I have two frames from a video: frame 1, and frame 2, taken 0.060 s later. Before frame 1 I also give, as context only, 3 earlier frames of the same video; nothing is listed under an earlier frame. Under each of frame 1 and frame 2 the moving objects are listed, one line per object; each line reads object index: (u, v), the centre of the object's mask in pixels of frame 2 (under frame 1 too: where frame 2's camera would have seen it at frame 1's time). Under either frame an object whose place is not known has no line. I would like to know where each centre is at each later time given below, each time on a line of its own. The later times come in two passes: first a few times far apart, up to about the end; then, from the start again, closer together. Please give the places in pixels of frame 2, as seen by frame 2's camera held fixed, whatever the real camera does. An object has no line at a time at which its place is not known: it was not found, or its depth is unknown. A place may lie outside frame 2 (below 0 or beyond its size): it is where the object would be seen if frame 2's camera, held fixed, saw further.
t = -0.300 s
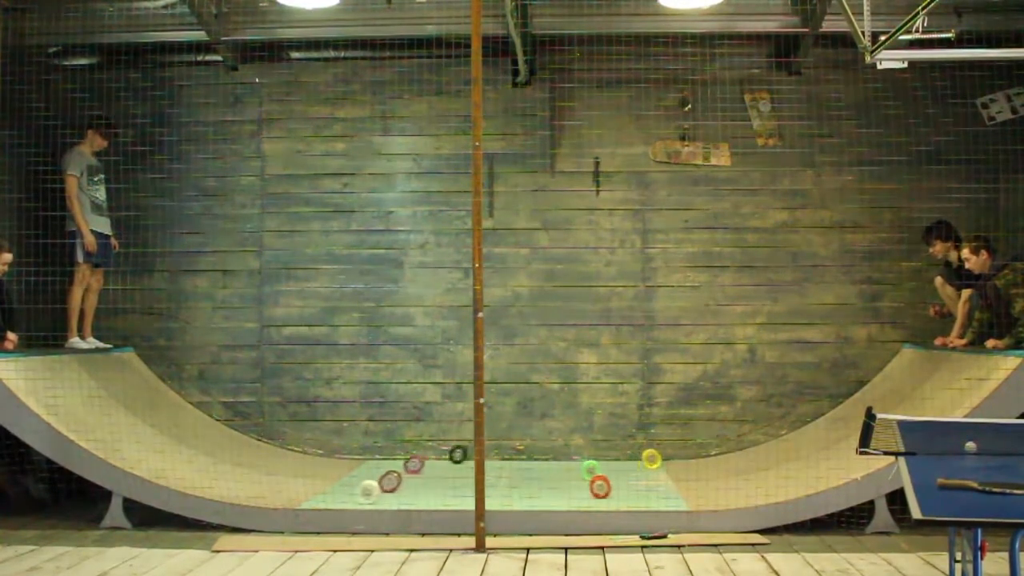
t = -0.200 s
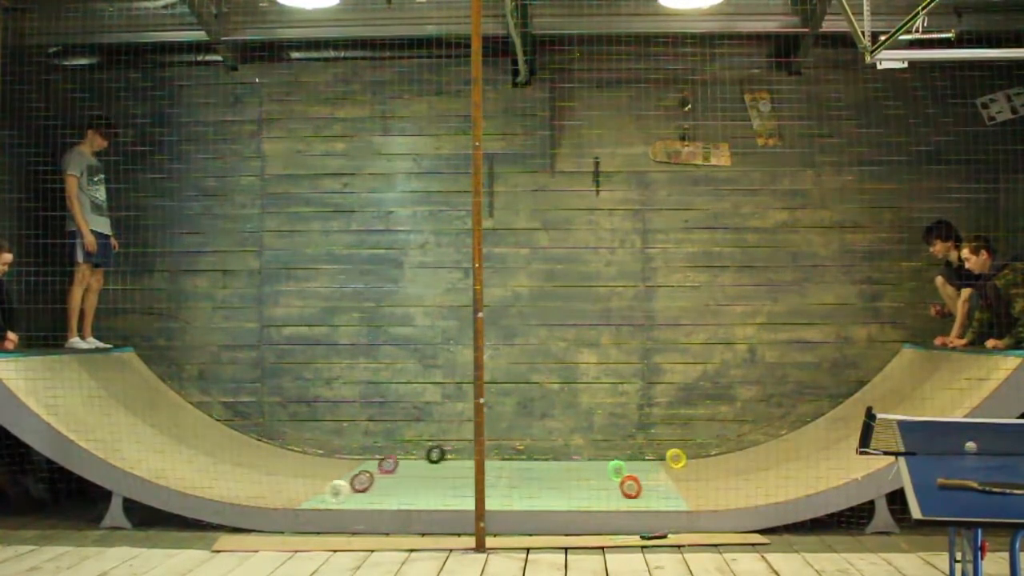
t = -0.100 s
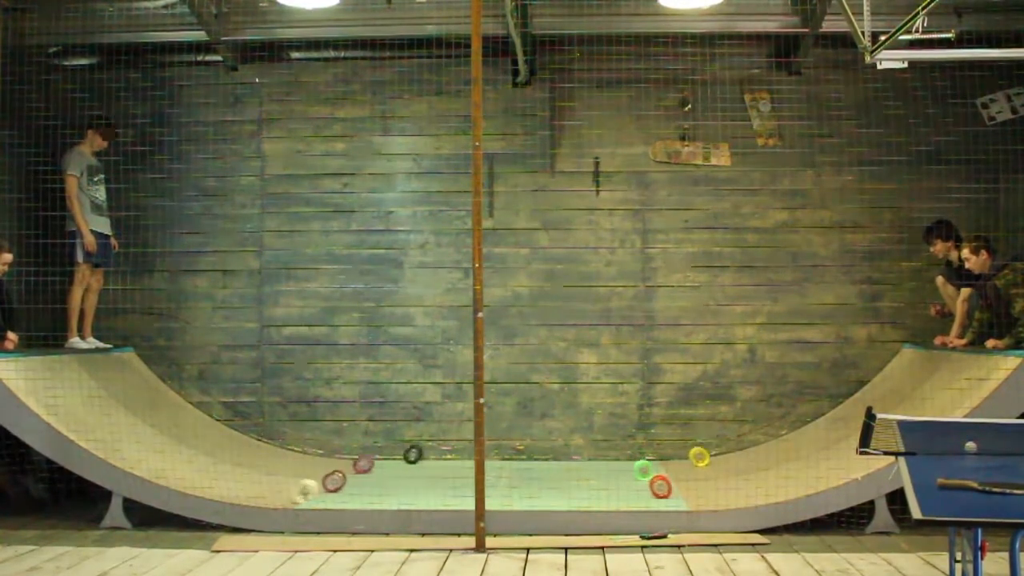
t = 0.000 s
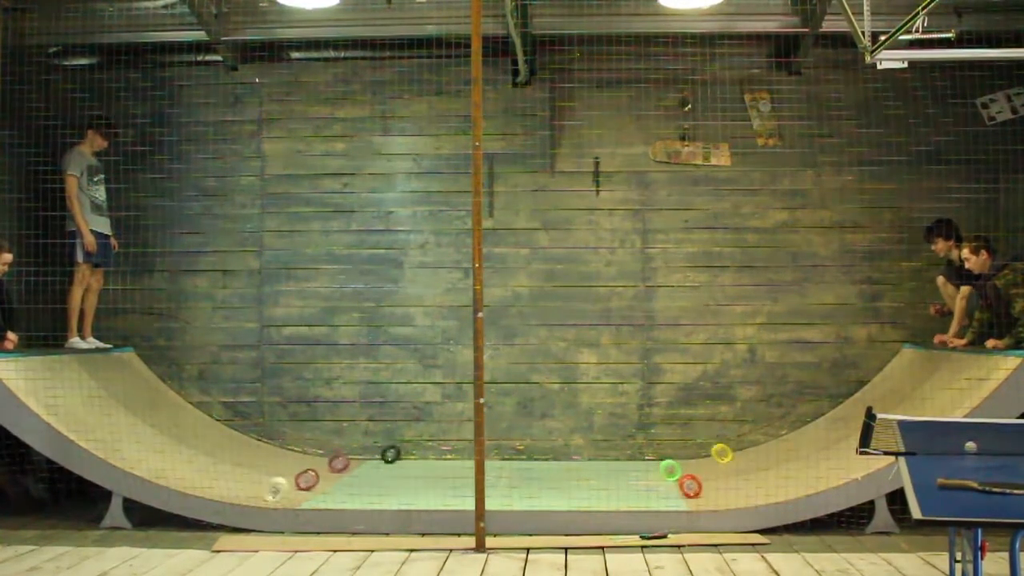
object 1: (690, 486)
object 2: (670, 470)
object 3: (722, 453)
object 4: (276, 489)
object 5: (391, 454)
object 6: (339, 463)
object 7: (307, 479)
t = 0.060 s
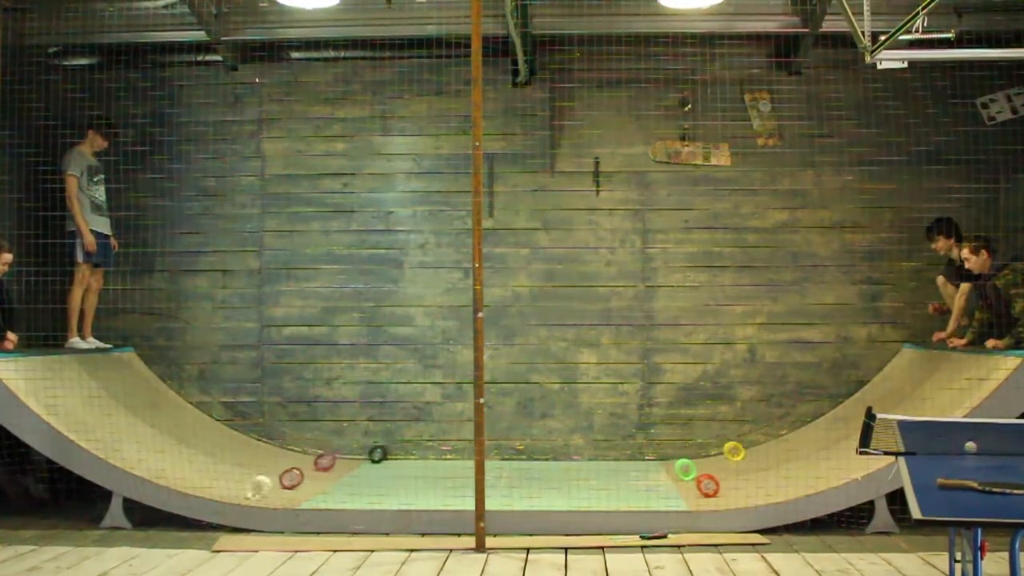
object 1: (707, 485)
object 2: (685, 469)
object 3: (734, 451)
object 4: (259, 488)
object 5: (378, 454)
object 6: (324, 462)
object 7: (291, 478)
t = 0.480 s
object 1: (812, 465)
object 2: (779, 453)
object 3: (794, 431)
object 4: (161, 463)
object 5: (293, 445)
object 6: (241, 445)
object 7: (200, 458)
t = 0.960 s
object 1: (851, 446)
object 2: (820, 436)
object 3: (794, 431)
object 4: (131, 449)
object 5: (242, 427)
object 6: (208, 431)
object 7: (166, 444)
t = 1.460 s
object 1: (803, 468)
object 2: (781, 452)
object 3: (718, 454)
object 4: (199, 475)
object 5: (260, 435)
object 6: (254, 449)
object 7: (219, 464)
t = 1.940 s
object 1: (683, 486)
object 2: (678, 467)
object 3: (611, 459)
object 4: (326, 489)
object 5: (337, 452)
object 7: (330, 476)
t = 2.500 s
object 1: (530, 487)
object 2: (546, 470)
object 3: (492, 458)
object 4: (488, 487)
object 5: (448, 454)
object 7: (467, 482)
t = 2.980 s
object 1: (404, 487)
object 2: (437, 470)
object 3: (390, 459)
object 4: (615, 490)
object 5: (540, 455)
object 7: (587, 482)
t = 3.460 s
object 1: (284, 484)
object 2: (331, 471)
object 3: (298, 452)
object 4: (742, 488)
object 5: (631, 455)
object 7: (702, 481)
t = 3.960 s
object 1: (191, 465)
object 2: (241, 457)
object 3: (244, 437)
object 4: (831, 466)
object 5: (719, 450)
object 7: (794, 465)
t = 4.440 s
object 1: (173, 457)
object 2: (212, 447)
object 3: (255, 441)
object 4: (833, 465)
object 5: (766, 437)
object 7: (813, 457)
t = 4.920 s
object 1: (231, 476)
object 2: (252, 459)
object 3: (322, 456)
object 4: (756, 486)
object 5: (752, 441)
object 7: (761, 471)
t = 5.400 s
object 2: (339, 468)
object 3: (410, 459)
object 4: (639, 490)
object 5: (688, 453)
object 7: (661, 482)
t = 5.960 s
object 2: (449, 470)
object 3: (510, 459)
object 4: (505, 489)
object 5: (595, 454)
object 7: (542, 482)
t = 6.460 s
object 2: (544, 470)
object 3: (597, 459)
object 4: (390, 490)
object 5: (514, 454)
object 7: (440, 482)
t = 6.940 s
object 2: (631, 470)
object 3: (678, 458)
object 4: (282, 489)
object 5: (440, 454)
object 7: (346, 481)
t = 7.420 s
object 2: (715, 467)
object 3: (743, 448)
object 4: (200, 476)
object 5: (368, 453)
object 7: (261, 475)
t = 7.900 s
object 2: (768, 456)
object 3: (759, 441)
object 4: (180, 469)
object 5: (307, 448)
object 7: (214, 464)
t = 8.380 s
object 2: (767, 456)
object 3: (725, 452)
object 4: (228, 482)
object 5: (280, 440)
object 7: (227, 465)
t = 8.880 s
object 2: (711, 467)
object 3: (653, 458)
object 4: (324, 492)
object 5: (301, 447)
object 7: (294, 479)
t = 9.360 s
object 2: (634, 470)
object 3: (580, 458)
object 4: (422, 490)
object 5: (356, 453)
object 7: (377, 481)
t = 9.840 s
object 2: (558, 470)
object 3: (511, 459)
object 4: (516, 490)
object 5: (419, 454)
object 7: (458, 482)
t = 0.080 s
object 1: (714, 485)
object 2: (691, 469)
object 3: (738, 450)
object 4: (253, 487)
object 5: (374, 453)
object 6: (320, 462)
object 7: (286, 477)
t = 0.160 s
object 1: (737, 483)
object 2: (710, 468)
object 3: (753, 446)
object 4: (232, 482)
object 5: (356, 453)
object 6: (302, 459)
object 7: (266, 475)
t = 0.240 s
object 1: (758, 479)
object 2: (730, 465)
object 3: (766, 442)
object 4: (212, 478)
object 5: (339, 452)
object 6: (284, 457)
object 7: (247, 472)
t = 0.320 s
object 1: (778, 475)
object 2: (748, 461)
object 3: (778, 438)
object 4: (193, 473)
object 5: (323, 451)
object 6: (268, 453)
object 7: (230, 467)
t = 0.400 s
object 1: (796, 470)
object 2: (764, 457)
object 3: (787, 434)
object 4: (176, 468)
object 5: (307, 448)
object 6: (254, 449)
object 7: (214, 463)
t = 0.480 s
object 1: (812, 465)
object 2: (779, 453)
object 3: (794, 431)
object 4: (161, 463)
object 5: (293, 445)
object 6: (241, 445)
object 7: (200, 458)
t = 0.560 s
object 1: (826, 460)
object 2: (791, 449)
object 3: (800, 428)
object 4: (151, 458)
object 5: (280, 441)
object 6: (231, 441)
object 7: (188, 454)
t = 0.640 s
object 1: (836, 455)
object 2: (802, 445)
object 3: (803, 426)
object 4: (141, 454)
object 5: (269, 438)
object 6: (222, 437)
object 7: (179, 450)
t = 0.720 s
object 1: (845, 451)
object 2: (810, 442)
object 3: (803, 425)
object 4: (134, 451)
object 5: (259, 435)
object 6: (215, 434)
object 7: (172, 447)
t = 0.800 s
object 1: (849, 448)
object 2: (816, 439)
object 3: (802, 426)
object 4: (130, 449)
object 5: (252, 432)
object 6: (210, 432)
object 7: (167, 445)
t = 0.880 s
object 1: (851, 447)
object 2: (819, 437)
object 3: (798, 428)
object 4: (130, 449)
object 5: (245, 429)
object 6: (208, 431)
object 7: (165, 444)
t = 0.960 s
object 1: (851, 446)
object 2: (820, 436)
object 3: (794, 431)
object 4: (131, 449)
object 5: (242, 427)
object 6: (208, 431)
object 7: (166, 444)
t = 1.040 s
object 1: (849, 447)
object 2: (820, 436)
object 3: (786, 434)
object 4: (135, 451)
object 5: (239, 426)
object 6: (210, 432)
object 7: (169, 445)
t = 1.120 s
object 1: (847, 449)
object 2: (818, 438)
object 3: (777, 438)
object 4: (142, 454)
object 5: (239, 426)
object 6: (214, 433)
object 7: (173, 447)
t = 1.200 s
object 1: (842, 452)
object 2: (812, 440)
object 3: (765, 442)
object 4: (152, 458)
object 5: (241, 427)
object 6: (220, 436)
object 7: (180, 450)
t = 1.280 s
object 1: (833, 456)
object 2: (805, 443)
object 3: (752, 446)
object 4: (163, 463)
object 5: (245, 428)
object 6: (228, 440)
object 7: (190, 454)
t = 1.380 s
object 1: (818, 462)
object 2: (793, 448)
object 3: (734, 451)
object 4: (183, 469)
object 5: (253, 431)
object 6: (242, 445)
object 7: (205, 460)
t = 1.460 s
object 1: (803, 468)
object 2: (781, 452)
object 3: (718, 454)
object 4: (199, 475)
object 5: (260, 435)
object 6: (254, 449)
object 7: (219, 464)
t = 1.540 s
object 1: (787, 473)
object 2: (766, 457)
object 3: (701, 456)
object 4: (217, 479)
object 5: (270, 438)
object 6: (268, 452)
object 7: (235, 468)
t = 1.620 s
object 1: (768, 477)
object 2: (751, 460)
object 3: (683, 457)
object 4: (238, 484)
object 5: (280, 441)
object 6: (283, 456)
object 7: (253, 470)
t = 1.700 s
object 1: (748, 481)
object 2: (734, 463)
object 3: (664, 459)
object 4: (260, 486)
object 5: (292, 445)
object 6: (299, 459)
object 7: (271, 473)
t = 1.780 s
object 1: (727, 484)
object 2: (716, 465)
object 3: (647, 459)
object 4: (281, 489)
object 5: (307, 447)
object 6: (317, 461)
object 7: (291, 475)
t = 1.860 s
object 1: (705, 485)
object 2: (697, 466)
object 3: (629, 459)
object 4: (304, 490)
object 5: (321, 450)
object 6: (335, 463)
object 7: (310, 476)
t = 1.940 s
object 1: (683, 486)
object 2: (678, 467)
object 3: (611, 459)
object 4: (326, 489)
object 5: (337, 452)
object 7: (330, 476)
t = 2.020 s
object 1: (661, 486)
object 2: (660, 467)
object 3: (593, 459)
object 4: (349, 489)
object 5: (353, 453)
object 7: (349, 477)
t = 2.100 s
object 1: (638, 486)
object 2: (640, 468)
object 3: (576, 459)
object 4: (371, 490)
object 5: (368, 454)
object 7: (368, 477)
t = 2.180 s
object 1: (617, 487)
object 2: (622, 468)
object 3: (558, 459)
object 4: (394, 490)
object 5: (384, 454)
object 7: (388, 478)
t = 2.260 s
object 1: (595, 486)
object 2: (603, 469)
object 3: (541, 459)
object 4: (416, 489)
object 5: (400, 454)
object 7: (407, 479)
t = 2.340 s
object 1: (573, 487)
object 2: (585, 469)
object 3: (524, 459)
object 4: (439, 490)
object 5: (416, 454)
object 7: (427, 480)
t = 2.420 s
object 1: (552, 486)
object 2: (565, 470)
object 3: (507, 458)
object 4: (461, 490)
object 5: (432, 454)
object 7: (448, 481)
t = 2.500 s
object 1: (530, 487)
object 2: (546, 470)
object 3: (492, 458)
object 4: (488, 487)
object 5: (448, 454)
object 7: (467, 482)
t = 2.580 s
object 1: (513, 479)
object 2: (528, 471)
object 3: (469, 459)
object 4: (507, 489)
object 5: (461, 453)
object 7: (491, 482)
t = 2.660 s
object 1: (491, 486)
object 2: (509, 466)
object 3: (456, 459)
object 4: (528, 491)
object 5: (471, 453)
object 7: (510, 482)
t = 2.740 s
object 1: (465, 487)
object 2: (492, 469)
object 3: (439, 459)
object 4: (550, 490)
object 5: (496, 453)
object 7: (529, 482)
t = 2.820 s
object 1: (446, 486)
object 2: (469, 471)
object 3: (423, 459)
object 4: (570, 490)
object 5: (509, 454)
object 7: (549, 482)
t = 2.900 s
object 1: (425, 486)
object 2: (454, 470)
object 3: (406, 459)
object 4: (592, 490)
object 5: (525, 454)
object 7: (568, 482)
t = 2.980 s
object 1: (404, 487)
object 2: (437, 470)
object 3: (390, 459)
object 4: (615, 490)
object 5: (540, 455)
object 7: (587, 482)
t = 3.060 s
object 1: (384, 486)
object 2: (419, 470)
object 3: (374, 459)
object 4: (636, 491)
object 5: (555, 454)
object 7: (607, 482)
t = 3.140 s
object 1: (364, 486)
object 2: (401, 470)
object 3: (357, 458)
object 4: (657, 490)
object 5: (571, 455)
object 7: (626, 483)
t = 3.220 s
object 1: (343, 486)
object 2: (383, 471)
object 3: (342, 457)
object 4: (680, 492)
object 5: (586, 455)
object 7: (645, 482)
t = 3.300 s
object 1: (323, 486)
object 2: (366, 471)
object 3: (327, 456)
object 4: (701, 493)
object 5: (601, 454)
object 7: (665, 482)
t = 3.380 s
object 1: (303, 485)
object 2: (348, 471)
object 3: (312, 455)
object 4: (722, 491)
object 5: (615, 454)
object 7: (683, 482)
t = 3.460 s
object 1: (284, 484)
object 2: (331, 471)
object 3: (298, 452)
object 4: (742, 488)
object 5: (631, 455)
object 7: (702, 481)
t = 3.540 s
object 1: (266, 482)
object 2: (315, 469)
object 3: (286, 450)
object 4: (760, 485)
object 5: (646, 455)
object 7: (720, 480)
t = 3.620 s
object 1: (248, 479)
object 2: (298, 467)
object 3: (274, 447)
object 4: (779, 482)
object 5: (661, 455)
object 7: (737, 477)
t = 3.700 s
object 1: (232, 476)
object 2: (283, 466)
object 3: (265, 444)
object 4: (794, 478)
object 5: (675, 454)
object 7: (753, 475)
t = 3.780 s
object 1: (217, 472)
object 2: (269, 463)
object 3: (256, 441)
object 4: (808, 475)
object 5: (689, 453)
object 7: (767, 472)
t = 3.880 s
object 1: (202, 468)
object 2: (253, 459)
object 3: (248, 438)
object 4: (822, 470)
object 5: (707, 451)
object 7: (784, 468)
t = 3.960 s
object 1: (191, 465)
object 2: (241, 457)
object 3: (244, 437)
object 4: (831, 466)
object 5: (719, 450)
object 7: (794, 465)
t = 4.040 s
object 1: (183, 461)
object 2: (232, 454)
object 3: (242, 435)
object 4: (837, 464)
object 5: (731, 447)
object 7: (803, 462)
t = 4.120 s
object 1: (176, 459)
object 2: (224, 451)
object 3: (241, 435)
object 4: (841, 463)
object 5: (741, 444)
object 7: (810, 459)
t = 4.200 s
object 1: (172, 457)
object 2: (218, 449)
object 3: (242, 436)
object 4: (843, 462)
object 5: (749, 442)
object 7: (814, 458)
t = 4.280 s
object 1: (170, 457)
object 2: (215, 447)
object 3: (244, 437)
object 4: (842, 462)
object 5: (757, 440)
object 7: (816, 457)
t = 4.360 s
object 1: (170, 457)
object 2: (213, 447)
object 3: (249, 439)
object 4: (839, 463)
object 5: (762, 438)
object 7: (815, 457)
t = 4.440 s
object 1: (173, 457)
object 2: (212, 447)
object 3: (255, 441)
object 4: (833, 465)
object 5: (766, 437)
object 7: (813, 457)
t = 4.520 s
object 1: (177, 459)
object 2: (214, 447)
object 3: (263, 444)
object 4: (825, 468)
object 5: (767, 436)
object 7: (807, 458)
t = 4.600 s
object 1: (184, 462)
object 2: (218, 449)
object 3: (273, 447)
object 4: (814, 471)
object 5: (766, 435)
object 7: (801, 459)
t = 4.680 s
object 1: (193, 465)
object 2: (224, 451)
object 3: (284, 449)
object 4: (803, 475)
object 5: (766, 434)
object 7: (793, 460)
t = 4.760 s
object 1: (204, 469)
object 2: (232, 454)
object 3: (296, 452)
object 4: (788, 479)
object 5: (763, 437)
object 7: (785, 463)
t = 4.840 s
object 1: (216, 473)
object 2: (241, 457)
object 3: (309, 454)
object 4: (774, 482)
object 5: (759, 439)
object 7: (774, 467)
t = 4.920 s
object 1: (231, 476)
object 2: (252, 459)
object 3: (322, 456)
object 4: (756, 486)
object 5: (752, 441)
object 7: (761, 471)
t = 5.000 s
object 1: (246, 479)
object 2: (264, 462)
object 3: (337, 457)
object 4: (738, 489)
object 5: (745, 443)
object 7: (747, 475)
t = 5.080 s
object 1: (263, 481)
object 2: (278, 464)
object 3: (351, 458)
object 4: (719, 491)
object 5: (736, 446)
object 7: (731, 477)
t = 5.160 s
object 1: (281, 483)
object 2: (292, 465)
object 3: (366, 459)
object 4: (699, 492)
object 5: (725, 448)
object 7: (714, 480)
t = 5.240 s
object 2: (308, 467)
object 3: (381, 459)
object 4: (679, 492)
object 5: (713, 450)
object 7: (696, 481)
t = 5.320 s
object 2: (322, 467)
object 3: (396, 458)
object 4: (659, 491)
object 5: (701, 451)
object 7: (678, 482)
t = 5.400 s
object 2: (339, 468)
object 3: (410, 459)
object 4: (639, 490)
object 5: (688, 453)
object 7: (661, 482)
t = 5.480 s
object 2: (354, 468)
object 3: (425, 459)
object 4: (619, 490)
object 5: (675, 454)
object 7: (644, 482)
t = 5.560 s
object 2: (370, 468)
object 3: (439, 459)
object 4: (599, 491)
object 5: (661, 455)
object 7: (626, 482)
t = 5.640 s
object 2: (387, 469)
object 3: (454, 459)
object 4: (579, 490)
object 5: (648, 455)
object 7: (609, 482)
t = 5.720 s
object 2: (403, 468)
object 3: (467, 459)
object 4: (560, 490)
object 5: (634, 455)
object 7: (593, 483)
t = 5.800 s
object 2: (417, 470)
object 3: (488, 456)
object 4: (542, 490)
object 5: (621, 455)
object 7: (576, 483)
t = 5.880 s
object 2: (433, 470)
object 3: (496, 459)
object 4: (522, 490)
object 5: (607, 454)
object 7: (559, 482)
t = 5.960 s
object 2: (449, 470)
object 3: (510, 459)
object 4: (505, 489)
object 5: (595, 454)
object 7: (542, 482)
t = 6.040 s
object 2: (465, 471)
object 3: (522, 455)
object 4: (489, 488)
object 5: (581, 454)
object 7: (526, 482)
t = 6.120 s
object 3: (539, 459)
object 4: (466, 488)
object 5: (568, 454)
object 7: (512, 482)
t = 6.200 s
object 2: (495, 465)
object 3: (553, 459)
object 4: (449, 490)
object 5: (559, 451)
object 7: (494, 481)
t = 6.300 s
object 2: (513, 470)
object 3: (570, 459)
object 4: (426, 490)
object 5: (539, 454)
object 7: (469, 483)
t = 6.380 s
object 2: (528, 470)
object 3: (583, 459)
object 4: (407, 490)
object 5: (526, 453)
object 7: (456, 482)
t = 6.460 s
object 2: (544, 470)
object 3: (597, 459)
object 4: (390, 490)
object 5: (514, 454)
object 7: (440, 482)
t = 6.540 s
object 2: (558, 471)
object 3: (611, 459)
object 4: (371, 490)
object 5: (502, 454)
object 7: (424, 482)
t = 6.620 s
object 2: (573, 470)
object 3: (624, 459)
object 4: (352, 491)
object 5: (491, 454)
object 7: (408, 482)
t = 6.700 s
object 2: (587, 470)
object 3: (638, 459)
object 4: (333, 491)
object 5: (470, 456)
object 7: (393, 482)
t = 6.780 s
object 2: (602, 470)
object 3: (652, 459)
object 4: (317, 488)
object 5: (464, 454)
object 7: (377, 482)
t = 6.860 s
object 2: (617, 470)
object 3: (665, 458)
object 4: (300, 490)
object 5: (452, 454)
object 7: (361, 482)
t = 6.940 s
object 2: (631, 470)
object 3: (678, 458)
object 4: (282, 489)
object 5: (440, 454)
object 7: (346, 481)
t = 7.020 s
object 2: (646, 470)
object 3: (691, 457)
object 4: (265, 488)
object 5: (428, 454)
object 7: (331, 481)
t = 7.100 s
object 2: (660, 470)
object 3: (703, 456)
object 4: (250, 487)
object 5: (416, 454)
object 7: (316, 481)
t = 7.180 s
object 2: (675, 470)
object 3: (714, 454)
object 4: (235, 484)
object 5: (404, 454)
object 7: (301, 480)
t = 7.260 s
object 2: (689, 469)
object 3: (725, 452)
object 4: (222, 481)
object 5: (392, 454)
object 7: (287, 478)
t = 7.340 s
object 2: (702, 468)
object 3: (734, 451)
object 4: (211, 478)
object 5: (381, 454)
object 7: (274, 477)
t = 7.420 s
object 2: (715, 467)
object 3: (743, 448)
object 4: (200, 476)
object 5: (368, 453)
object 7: (261, 475)
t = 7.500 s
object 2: (727, 466)
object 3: (749, 447)
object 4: (191, 473)
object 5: (357, 453)
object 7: (250, 473)
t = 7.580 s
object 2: (738, 463)
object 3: (755, 445)
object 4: (186, 471)
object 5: (345, 453)
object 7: (240, 471)
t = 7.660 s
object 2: (748, 461)
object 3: (758, 444)
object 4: (181, 470)
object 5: (335, 452)
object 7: (231, 469)
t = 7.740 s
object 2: (756, 459)
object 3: (761, 443)
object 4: (179, 469)
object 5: (325, 451)
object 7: (224, 467)
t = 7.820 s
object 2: (764, 458)
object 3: (761, 441)
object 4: (179, 469)
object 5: (315, 450)
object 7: (218, 465)
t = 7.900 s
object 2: (768, 456)
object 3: (759, 441)
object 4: (180, 469)
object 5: (307, 448)
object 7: (214, 464)
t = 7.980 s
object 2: (773, 455)
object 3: (757, 443)
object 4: (184, 471)
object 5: (299, 447)
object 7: (212, 463)
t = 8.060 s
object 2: (775, 454)
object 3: (754, 445)
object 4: (189, 473)
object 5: (292, 445)
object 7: (212, 463)
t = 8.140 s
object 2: (775, 454)
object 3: (749, 447)
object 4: (197, 475)
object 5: (287, 443)
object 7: (215, 463)
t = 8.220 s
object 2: (775, 454)
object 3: (742, 449)
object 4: (205, 476)
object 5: (283, 442)
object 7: (218, 463)
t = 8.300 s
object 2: (772, 454)
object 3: (734, 450)
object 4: (216, 479)
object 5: (280, 441)
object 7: (222, 463)
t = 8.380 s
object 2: (767, 456)
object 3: (725, 452)
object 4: (228, 482)
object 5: (280, 440)
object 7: (227, 465)
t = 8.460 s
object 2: (762, 457)
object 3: (715, 454)
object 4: (241, 485)
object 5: (279, 440)
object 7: (234, 468)
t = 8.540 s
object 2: (755, 459)
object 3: (703, 455)
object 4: (256, 487)
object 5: (280, 441)
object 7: (243, 471)
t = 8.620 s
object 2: (746, 462)
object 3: (692, 457)
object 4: (271, 488)
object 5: (283, 442)
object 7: (254, 474)
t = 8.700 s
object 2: (736, 464)
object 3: (680, 458)
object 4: (288, 490)
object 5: (287, 443)
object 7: (265, 476)
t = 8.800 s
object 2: (722, 466)
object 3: (665, 458)
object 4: (308, 491)
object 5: (294, 445)
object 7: (281, 477)
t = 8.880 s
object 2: (711, 467)
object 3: (653, 458)
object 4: (324, 492)
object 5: (301, 447)
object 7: (294, 479)
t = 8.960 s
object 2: (698, 469)
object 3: (640, 458)
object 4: (340, 491)
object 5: (308, 448)
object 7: (307, 480)
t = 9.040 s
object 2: (686, 469)
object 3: (628, 459)
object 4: (356, 491)
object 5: (317, 450)
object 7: (321, 481)
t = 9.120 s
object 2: (673, 470)
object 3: (616, 459)
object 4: (375, 490)
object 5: (326, 451)
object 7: (335, 481)
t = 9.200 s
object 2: (660, 470)
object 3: (604, 459)
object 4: (390, 490)
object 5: (336, 452)
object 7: (349, 481)
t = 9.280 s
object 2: (647, 469)
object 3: (592, 458)
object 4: (405, 490)
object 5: (346, 453)
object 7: (363, 481)
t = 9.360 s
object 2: (634, 470)
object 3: (580, 458)
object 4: (422, 490)
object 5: (356, 453)
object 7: (377, 481)
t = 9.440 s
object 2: (621, 470)
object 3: (568, 459)
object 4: (437, 491)
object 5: (367, 454)
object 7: (390, 482)
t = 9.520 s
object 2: (608, 470)
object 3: (557, 458)
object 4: (453, 491)
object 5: (377, 454)
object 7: (404, 482)
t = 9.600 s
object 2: (596, 470)
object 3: (545, 458)
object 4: (467, 490)
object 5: (388, 454)
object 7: (418, 482)
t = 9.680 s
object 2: (583, 470)
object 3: (534, 459)
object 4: (489, 487)
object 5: (399, 454)
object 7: (431, 482)
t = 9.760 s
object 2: (570, 470)
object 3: (522, 458)
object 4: (501, 490)
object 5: (409, 454)
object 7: (445, 482)
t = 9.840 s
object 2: (558, 470)
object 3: (511, 459)
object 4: (516, 490)
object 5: (419, 454)
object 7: (458, 482)
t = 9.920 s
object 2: (545, 470)
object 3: (502, 457)
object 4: (531, 490)
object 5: (430, 454)
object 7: (468, 482)
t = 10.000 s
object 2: (533, 470)
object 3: (490, 458)
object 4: (548, 490)
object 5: (440, 453)
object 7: (490, 482)
